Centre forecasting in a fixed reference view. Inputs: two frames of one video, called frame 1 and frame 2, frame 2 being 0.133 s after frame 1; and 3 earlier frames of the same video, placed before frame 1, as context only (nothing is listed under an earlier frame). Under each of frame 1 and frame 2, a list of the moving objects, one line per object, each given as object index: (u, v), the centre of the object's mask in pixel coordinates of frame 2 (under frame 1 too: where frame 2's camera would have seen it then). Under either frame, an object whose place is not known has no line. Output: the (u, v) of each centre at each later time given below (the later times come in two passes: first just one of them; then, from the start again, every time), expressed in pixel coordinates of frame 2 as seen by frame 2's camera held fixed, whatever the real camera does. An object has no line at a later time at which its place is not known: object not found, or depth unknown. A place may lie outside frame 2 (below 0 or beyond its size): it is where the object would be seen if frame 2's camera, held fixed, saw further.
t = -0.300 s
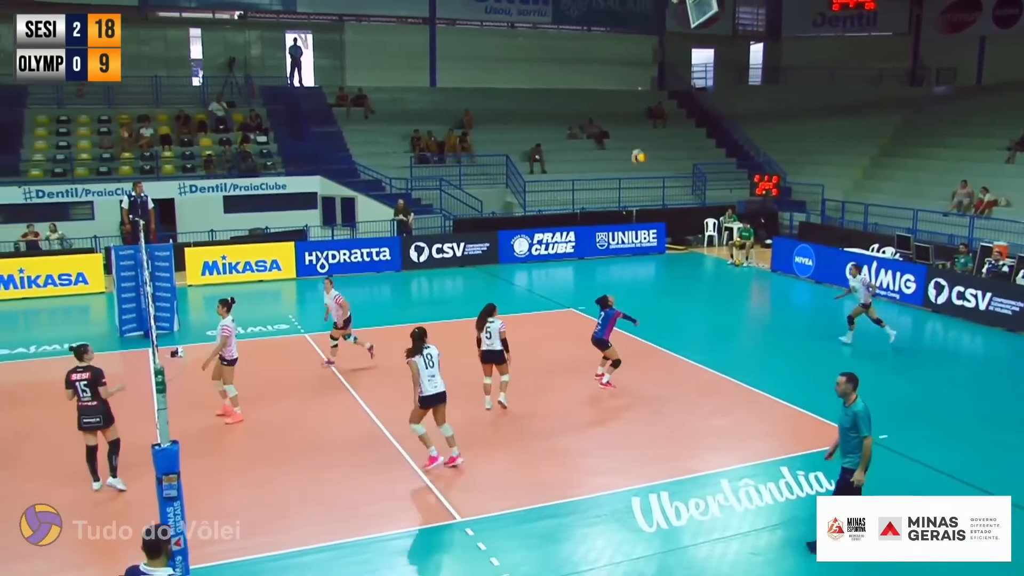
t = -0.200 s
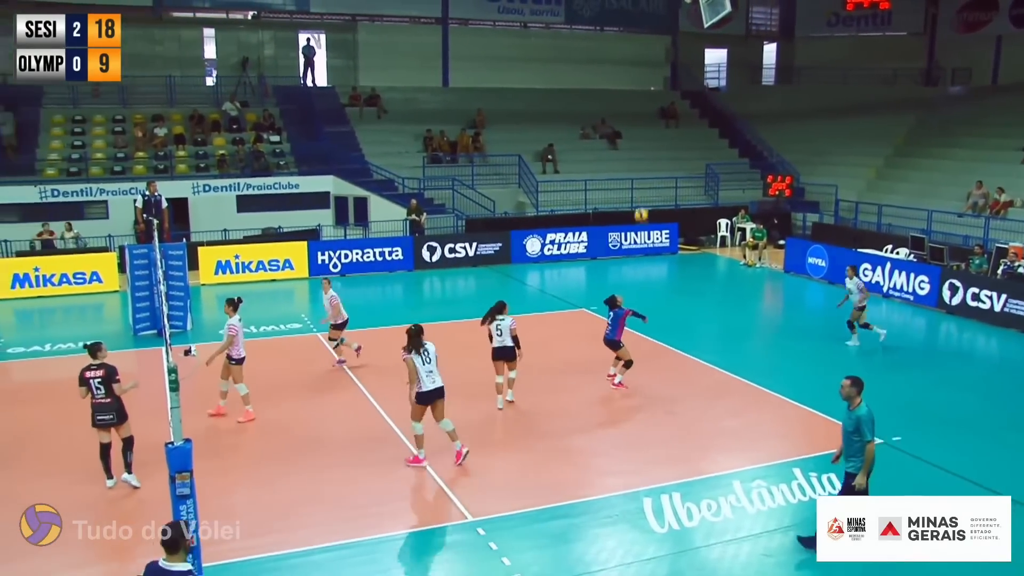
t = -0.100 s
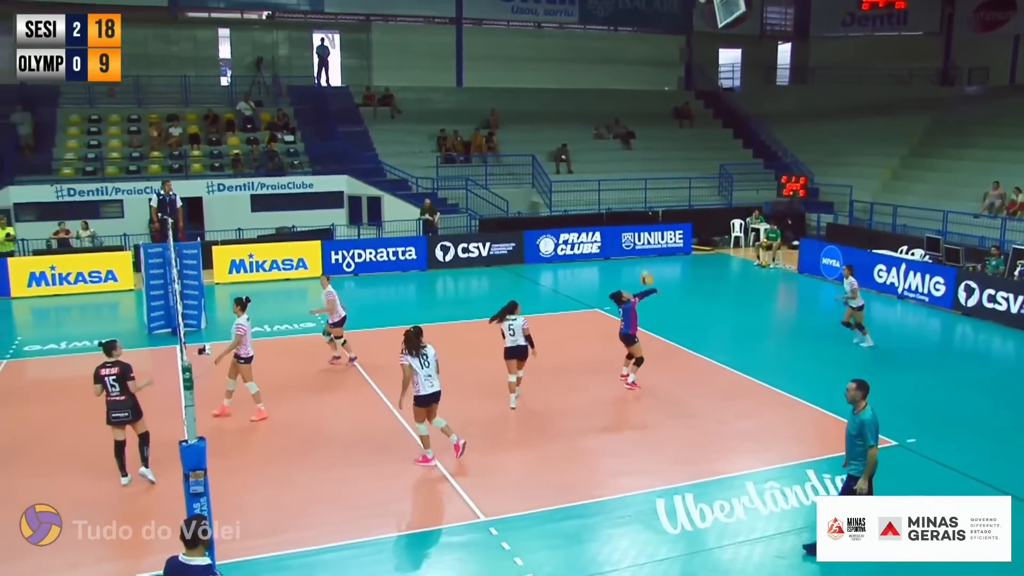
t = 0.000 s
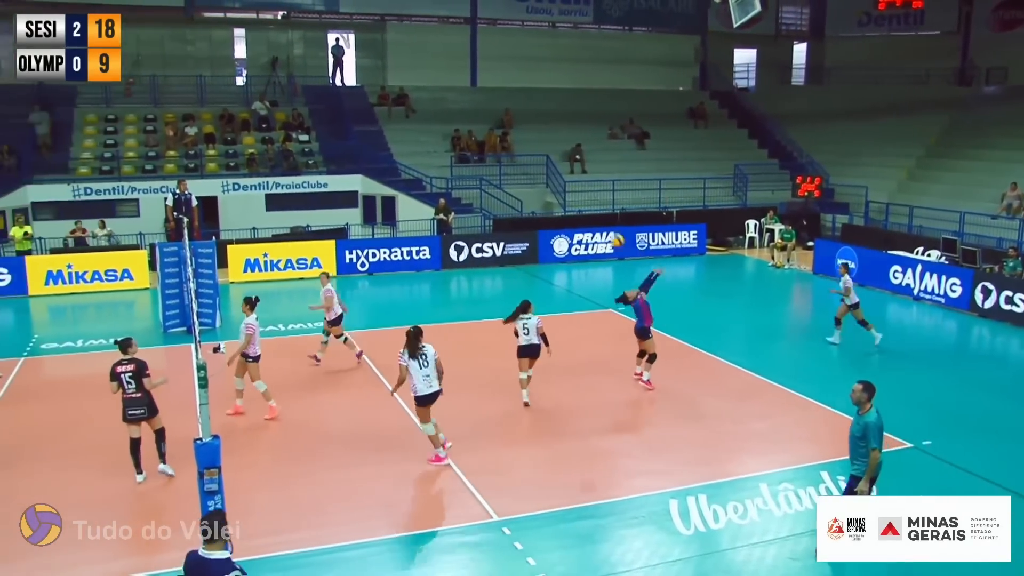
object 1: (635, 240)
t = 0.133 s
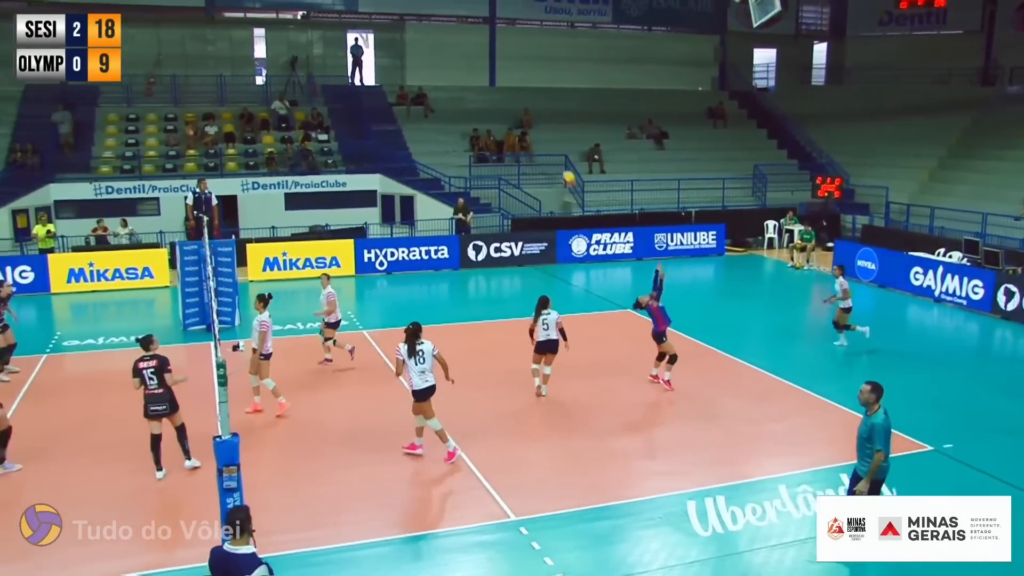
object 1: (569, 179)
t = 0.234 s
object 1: (518, 138)
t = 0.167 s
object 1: (552, 164)
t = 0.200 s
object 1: (535, 151)
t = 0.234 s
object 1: (518, 138)
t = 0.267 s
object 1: (500, 126)
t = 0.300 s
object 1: (483, 115)
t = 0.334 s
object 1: (465, 104)
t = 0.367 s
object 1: (447, 94)
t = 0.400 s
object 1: (429, 85)
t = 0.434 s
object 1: (413, 77)
